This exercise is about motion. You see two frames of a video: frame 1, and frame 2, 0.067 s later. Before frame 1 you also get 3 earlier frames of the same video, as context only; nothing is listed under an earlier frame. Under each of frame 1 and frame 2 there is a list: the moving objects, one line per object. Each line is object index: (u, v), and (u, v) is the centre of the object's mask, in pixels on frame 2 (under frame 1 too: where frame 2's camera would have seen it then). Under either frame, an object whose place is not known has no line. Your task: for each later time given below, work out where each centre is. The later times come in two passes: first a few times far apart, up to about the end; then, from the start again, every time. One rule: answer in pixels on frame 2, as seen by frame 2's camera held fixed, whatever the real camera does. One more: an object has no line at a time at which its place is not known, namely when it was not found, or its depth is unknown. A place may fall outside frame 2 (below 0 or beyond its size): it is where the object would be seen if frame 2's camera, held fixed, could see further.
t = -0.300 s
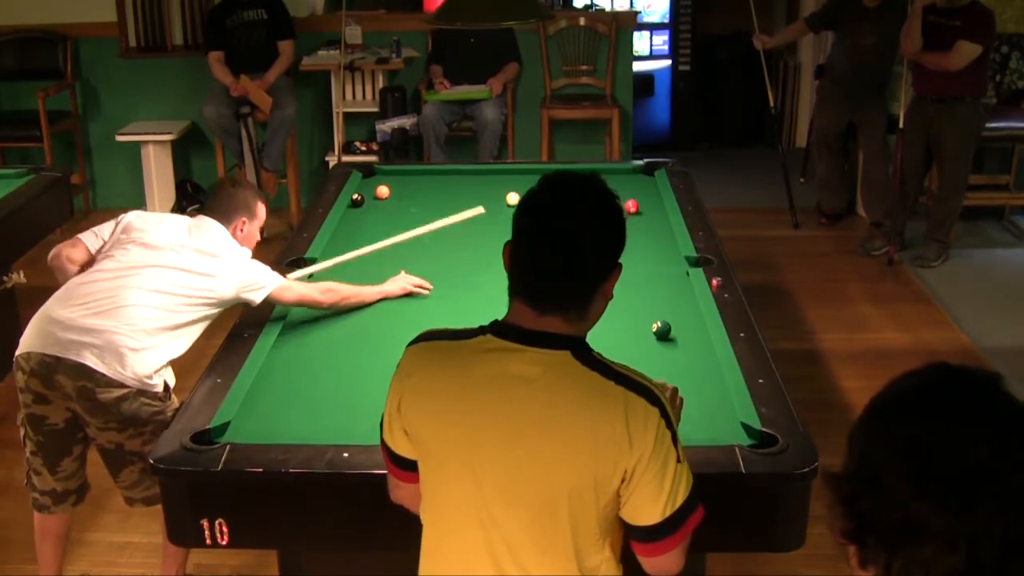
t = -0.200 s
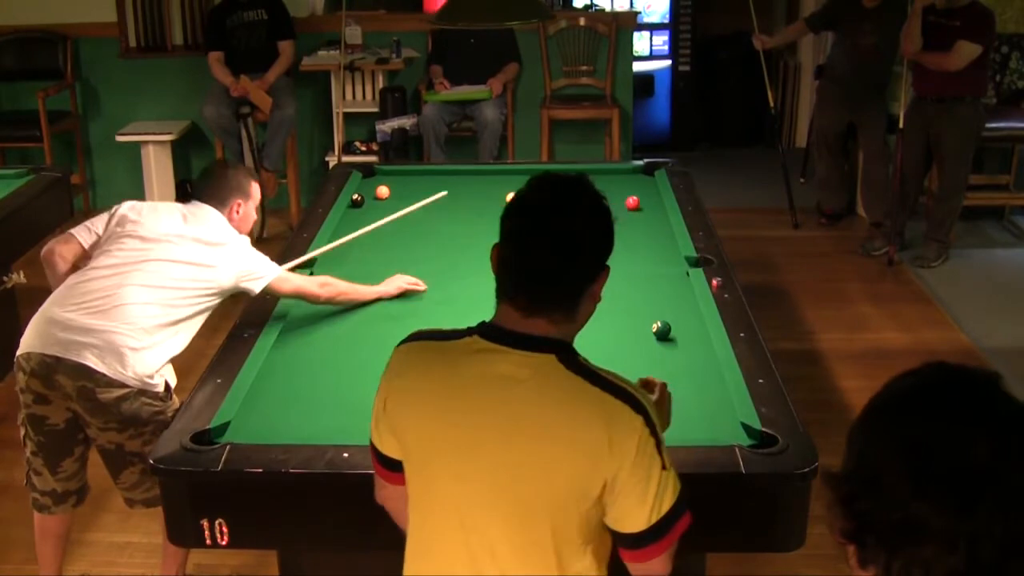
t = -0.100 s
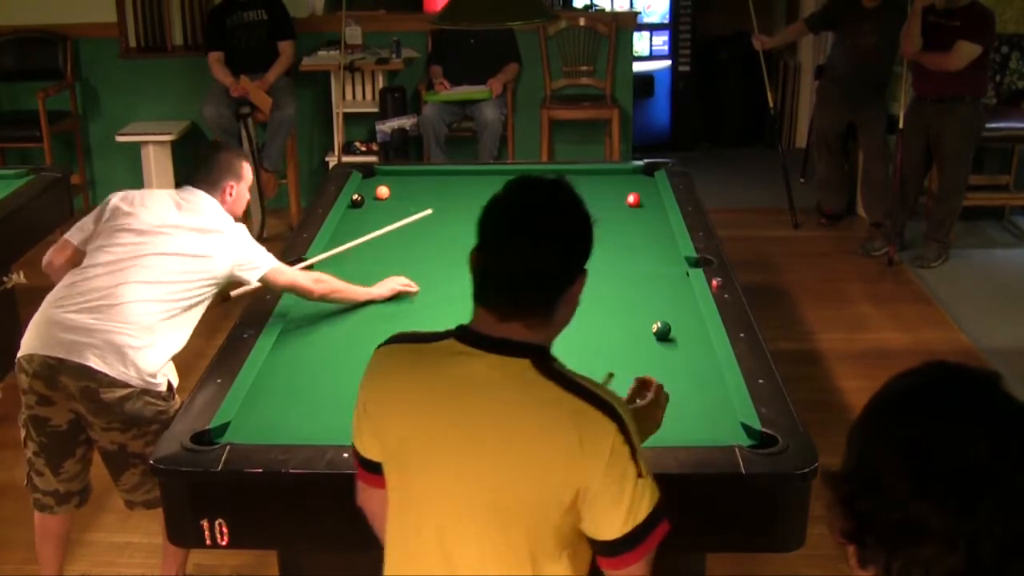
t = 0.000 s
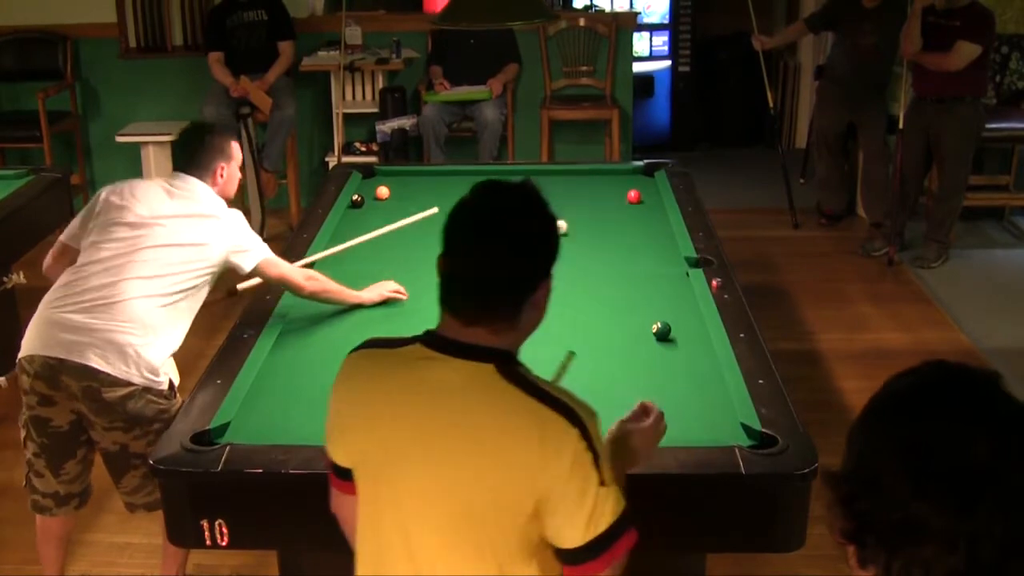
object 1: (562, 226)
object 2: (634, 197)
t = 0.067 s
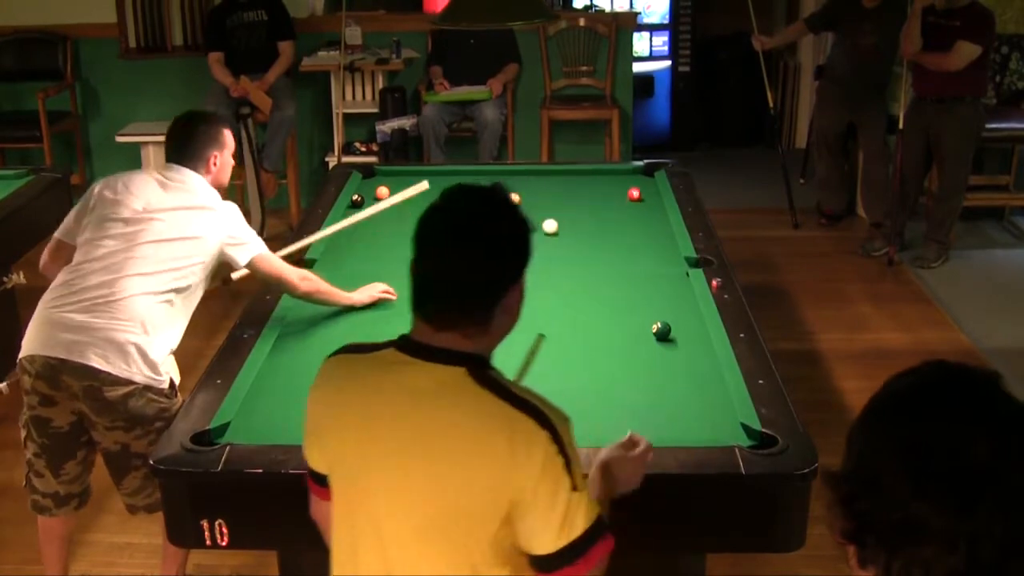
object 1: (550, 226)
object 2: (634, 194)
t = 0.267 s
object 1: (522, 225)
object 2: (635, 187)
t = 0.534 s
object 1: (485, 222)
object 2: (637, 179)
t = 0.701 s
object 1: (463, 221)
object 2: (638, 174)
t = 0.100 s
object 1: (545, 226)
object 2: (634, 193)
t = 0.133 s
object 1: (540, 226)
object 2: (634, 192)
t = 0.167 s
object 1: (536, 226)
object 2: (635, 191)
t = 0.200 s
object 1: (531, 225)
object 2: (635, 190)
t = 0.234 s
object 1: (526, 225)
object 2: (635, 188)
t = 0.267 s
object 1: (522, 225)
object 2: (635, 187)
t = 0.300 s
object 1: (517, 224)
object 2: (636, 186)
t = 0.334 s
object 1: (512, 224)
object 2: (636, 185)
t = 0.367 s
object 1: (507, 223)
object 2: (636, 184)
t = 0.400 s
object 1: (503, 223)
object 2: (636, 183)
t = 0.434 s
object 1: (498, 223)
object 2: (637, 182)
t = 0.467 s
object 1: (494, 223)
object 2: (637, 181)
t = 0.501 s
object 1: (489, 222)
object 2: (637, 180)
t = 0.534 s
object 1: (485, 222)
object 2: (637, 179)
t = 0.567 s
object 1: (480, 222)
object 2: (637, 178)
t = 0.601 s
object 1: (476, 222)
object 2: (638, 177)
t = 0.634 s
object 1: (471, 222)
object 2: (638, 176)
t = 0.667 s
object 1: (467, 222)
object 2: (638, 175)
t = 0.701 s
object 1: (463, 221)
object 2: (638, 174)
